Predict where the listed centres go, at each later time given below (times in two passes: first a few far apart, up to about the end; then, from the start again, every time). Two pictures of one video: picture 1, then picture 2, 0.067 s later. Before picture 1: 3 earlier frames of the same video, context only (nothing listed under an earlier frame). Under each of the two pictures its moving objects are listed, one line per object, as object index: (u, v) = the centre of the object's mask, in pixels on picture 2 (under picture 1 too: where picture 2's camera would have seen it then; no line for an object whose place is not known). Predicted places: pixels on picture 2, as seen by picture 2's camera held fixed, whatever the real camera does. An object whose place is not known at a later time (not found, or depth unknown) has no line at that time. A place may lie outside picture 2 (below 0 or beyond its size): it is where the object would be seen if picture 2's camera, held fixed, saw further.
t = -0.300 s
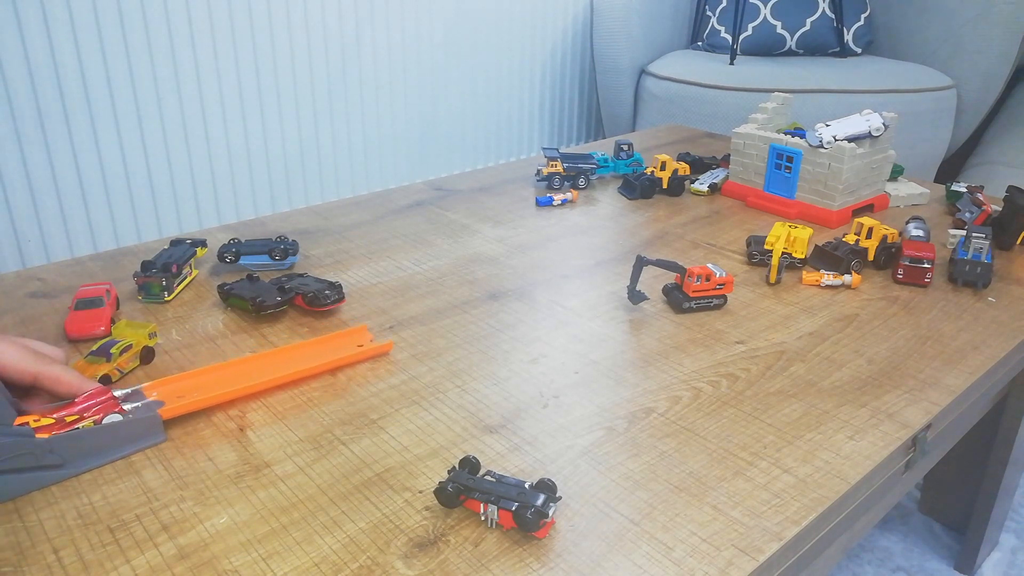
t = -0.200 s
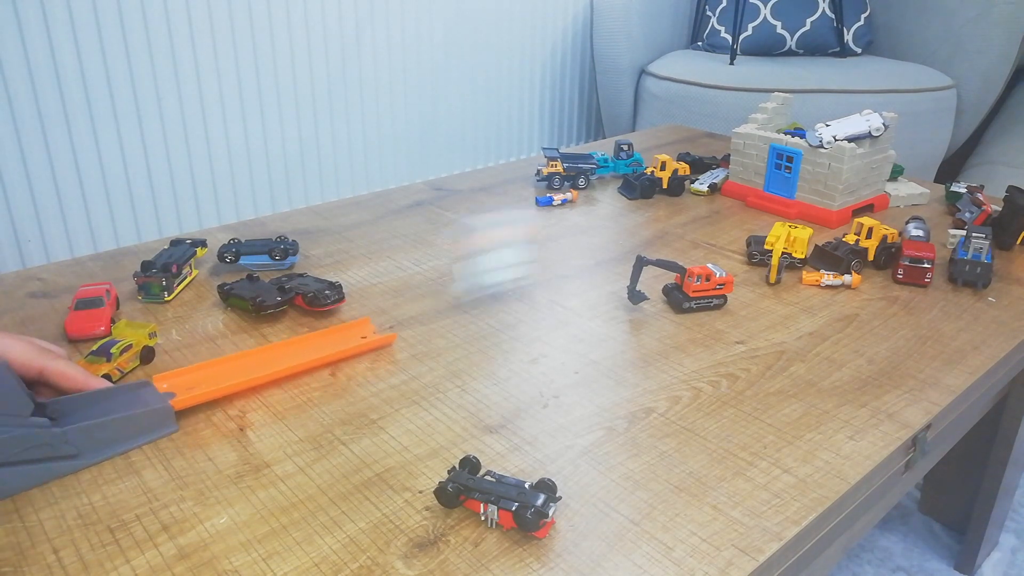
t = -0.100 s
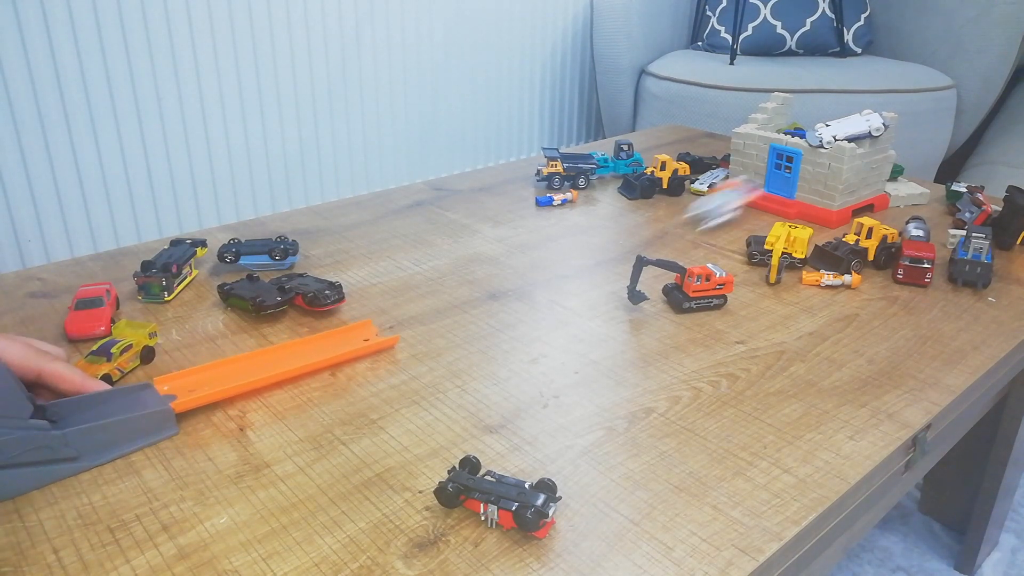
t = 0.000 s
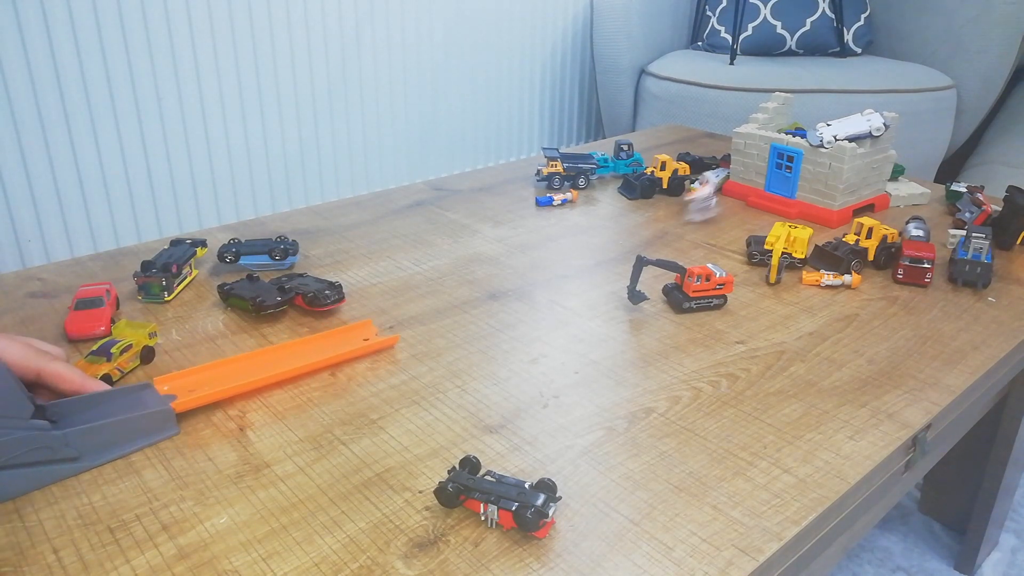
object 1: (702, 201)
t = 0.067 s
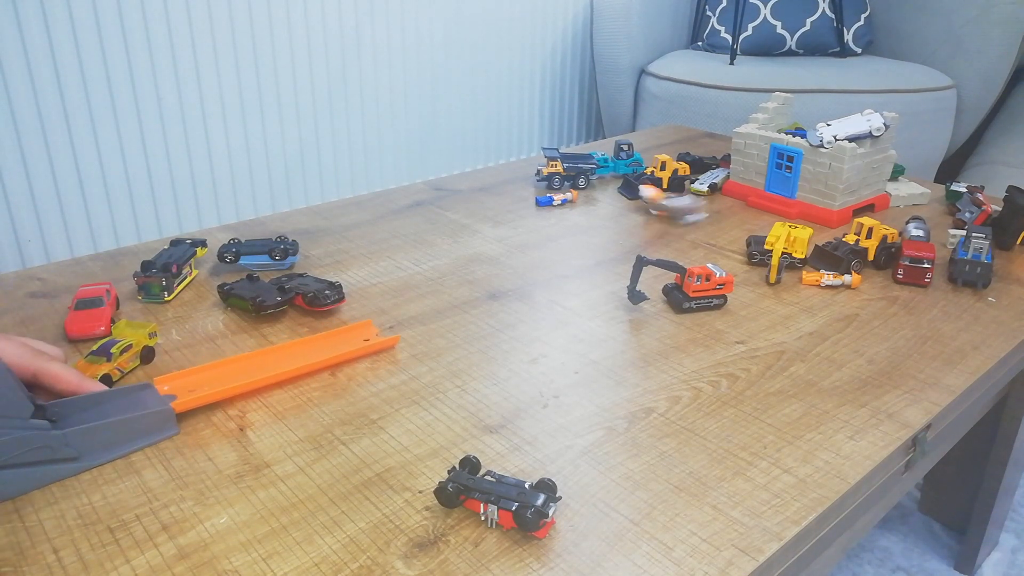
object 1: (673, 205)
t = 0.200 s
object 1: (598, 215)
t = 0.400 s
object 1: (509, 218)
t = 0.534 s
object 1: (466, 220)
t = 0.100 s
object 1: (648, 207)
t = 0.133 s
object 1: (631, 212)
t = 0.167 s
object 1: (616, 213)
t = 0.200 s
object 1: (598, 215)
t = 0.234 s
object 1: (583, 215)
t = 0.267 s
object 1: (567, 217)
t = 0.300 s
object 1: (552, 217)
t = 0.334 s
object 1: (537, 218)
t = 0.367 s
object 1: (521, 218)
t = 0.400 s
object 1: (509, 218)
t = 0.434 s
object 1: (498, 219)
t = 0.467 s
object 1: (486, 220)
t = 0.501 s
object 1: (476, 220)
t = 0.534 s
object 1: (466, 220)
